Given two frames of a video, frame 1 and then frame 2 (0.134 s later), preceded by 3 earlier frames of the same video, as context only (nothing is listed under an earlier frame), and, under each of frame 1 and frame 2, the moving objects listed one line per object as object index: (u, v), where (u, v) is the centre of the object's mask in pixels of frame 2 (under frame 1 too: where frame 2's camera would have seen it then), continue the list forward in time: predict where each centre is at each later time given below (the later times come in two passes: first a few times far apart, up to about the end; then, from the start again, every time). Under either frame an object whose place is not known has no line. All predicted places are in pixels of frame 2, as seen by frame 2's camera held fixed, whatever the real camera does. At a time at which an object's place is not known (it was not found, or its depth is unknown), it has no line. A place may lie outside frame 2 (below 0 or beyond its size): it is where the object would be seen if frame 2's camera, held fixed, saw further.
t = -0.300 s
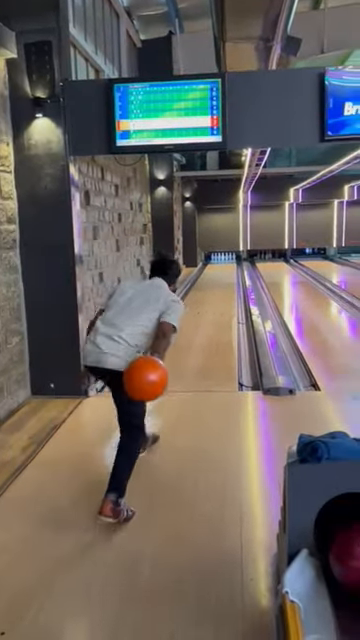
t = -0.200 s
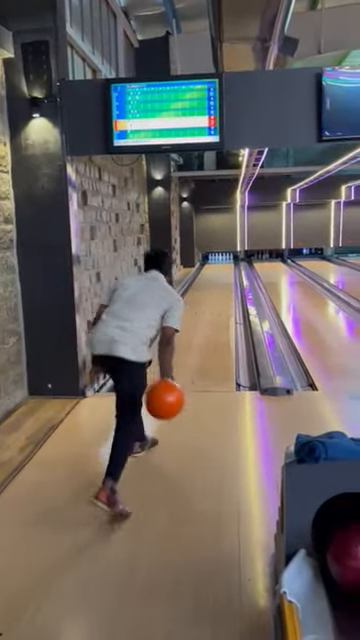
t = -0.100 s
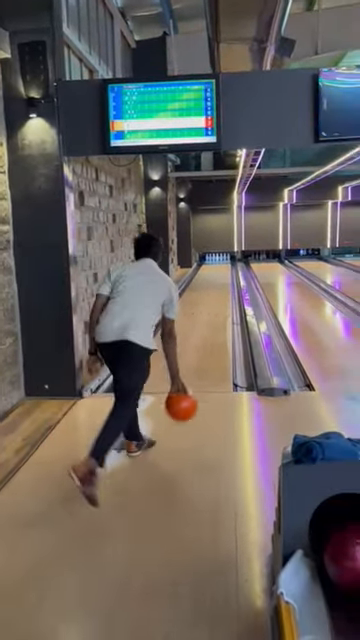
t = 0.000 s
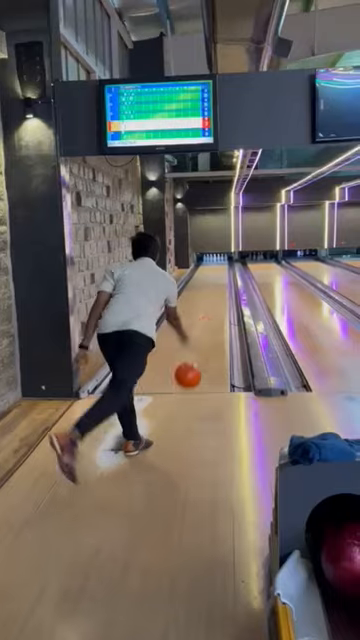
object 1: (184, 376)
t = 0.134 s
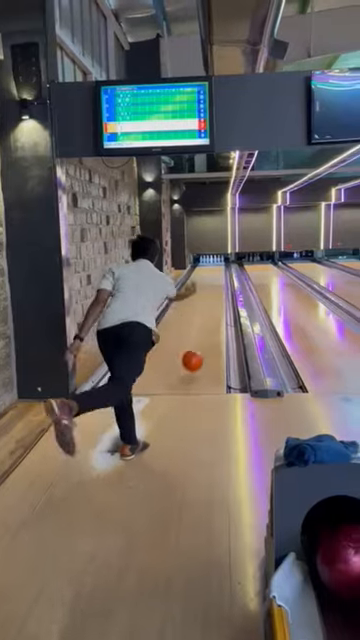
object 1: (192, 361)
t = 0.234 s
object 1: (196, 349)
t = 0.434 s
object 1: (202, 324)
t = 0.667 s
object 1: (206, 306)
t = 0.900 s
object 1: (209, 293)
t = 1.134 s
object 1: (210, 285)
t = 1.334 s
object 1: (212, 278)
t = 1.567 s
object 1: (214, 273)
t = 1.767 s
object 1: (215, 269)
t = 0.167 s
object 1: (193, 360)
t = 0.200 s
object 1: (195, 354)
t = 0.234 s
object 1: (196, 349)
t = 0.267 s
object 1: (197, 345)
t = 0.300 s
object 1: (198, 340)
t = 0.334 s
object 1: (199, 335)
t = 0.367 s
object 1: (200, 331)
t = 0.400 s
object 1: (200, 327)
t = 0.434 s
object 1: (202, 324)
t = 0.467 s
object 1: (202, 321)
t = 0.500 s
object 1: (203, 318)
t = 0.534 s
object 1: (203, 315)
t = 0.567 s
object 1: (204, 313)
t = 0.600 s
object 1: (205, 310)
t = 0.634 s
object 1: (205, 308)
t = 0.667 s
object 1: (206, 306)
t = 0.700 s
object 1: (206, 303)
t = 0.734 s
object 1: (206, 301)
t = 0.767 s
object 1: (207, 300)
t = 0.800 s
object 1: (207, 298)
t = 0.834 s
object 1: (208, 296)
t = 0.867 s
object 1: (208, 294)
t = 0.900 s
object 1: (209, 293)
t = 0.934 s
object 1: (209, 292)
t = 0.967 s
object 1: (209, 290)
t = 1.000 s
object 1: (210, 289)
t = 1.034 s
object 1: (210, 288)
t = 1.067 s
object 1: (210, 287)
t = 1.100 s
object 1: (210, 285)
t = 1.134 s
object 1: (210, 285)
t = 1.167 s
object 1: (211, 283)
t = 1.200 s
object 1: (211, 283)
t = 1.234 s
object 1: (211, 281)
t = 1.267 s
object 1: (212, 280)
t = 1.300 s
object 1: (212, 279)
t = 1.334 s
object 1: (212, 278)
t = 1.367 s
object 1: (212, 278)
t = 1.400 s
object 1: (213, 277)
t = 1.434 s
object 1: (213, 276)
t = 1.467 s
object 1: (213, 275)
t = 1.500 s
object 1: (213, 275)
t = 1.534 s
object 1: (213, 274)
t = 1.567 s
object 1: (214, 273)
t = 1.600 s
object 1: (213, 273)
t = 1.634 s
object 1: (214, 272)
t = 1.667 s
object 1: (214, 271)
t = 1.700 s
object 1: (214, 270)
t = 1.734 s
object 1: (214, 270)
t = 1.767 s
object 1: (215, 269)
